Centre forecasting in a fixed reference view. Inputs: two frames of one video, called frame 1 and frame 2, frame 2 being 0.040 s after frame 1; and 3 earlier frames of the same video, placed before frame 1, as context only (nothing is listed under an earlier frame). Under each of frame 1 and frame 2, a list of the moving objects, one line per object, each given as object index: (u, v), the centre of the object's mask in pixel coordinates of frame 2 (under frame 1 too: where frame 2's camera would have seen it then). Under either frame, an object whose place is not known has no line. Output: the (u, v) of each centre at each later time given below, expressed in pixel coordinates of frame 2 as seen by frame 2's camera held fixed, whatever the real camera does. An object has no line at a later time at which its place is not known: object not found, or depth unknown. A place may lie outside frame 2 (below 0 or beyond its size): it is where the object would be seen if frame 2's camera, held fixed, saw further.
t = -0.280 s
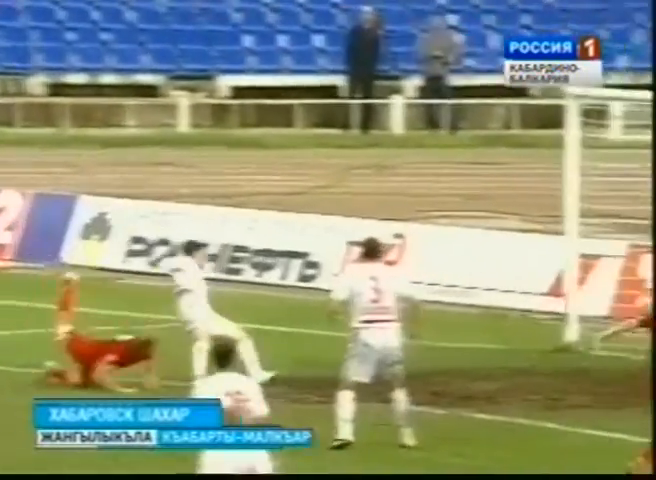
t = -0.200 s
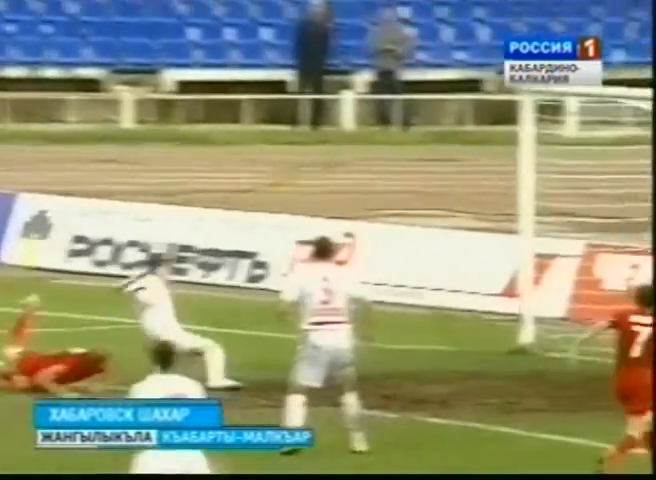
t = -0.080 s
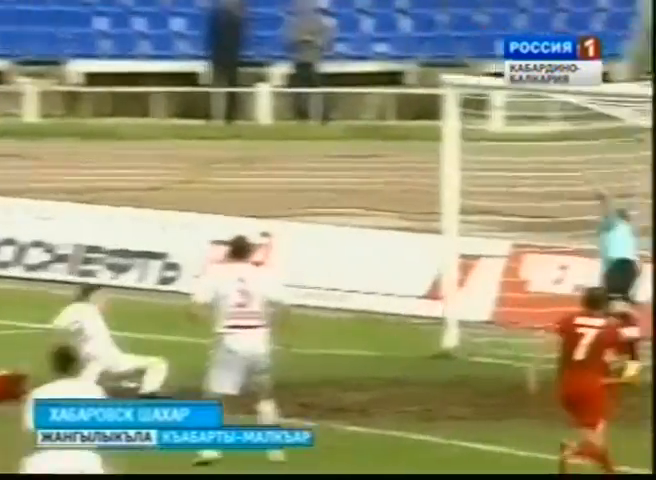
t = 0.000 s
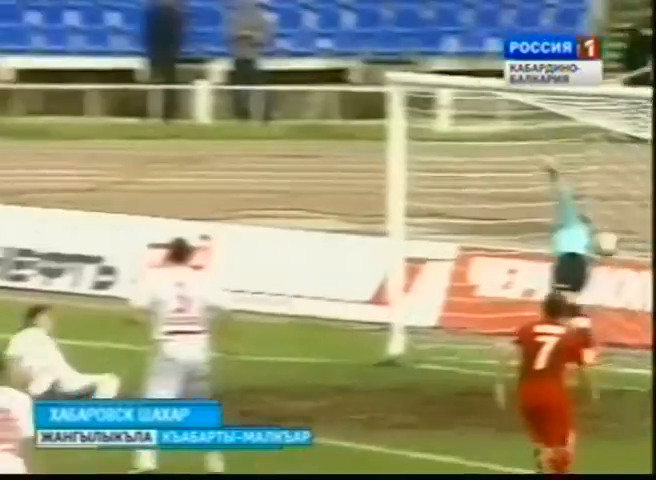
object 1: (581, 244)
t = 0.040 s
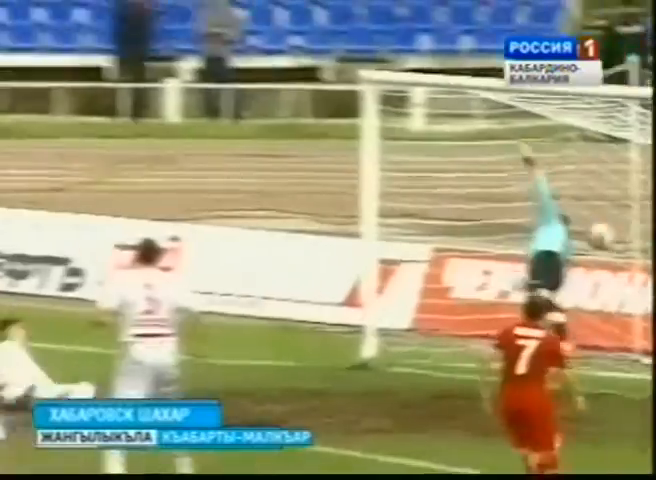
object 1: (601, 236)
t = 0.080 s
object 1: (618, 229)
